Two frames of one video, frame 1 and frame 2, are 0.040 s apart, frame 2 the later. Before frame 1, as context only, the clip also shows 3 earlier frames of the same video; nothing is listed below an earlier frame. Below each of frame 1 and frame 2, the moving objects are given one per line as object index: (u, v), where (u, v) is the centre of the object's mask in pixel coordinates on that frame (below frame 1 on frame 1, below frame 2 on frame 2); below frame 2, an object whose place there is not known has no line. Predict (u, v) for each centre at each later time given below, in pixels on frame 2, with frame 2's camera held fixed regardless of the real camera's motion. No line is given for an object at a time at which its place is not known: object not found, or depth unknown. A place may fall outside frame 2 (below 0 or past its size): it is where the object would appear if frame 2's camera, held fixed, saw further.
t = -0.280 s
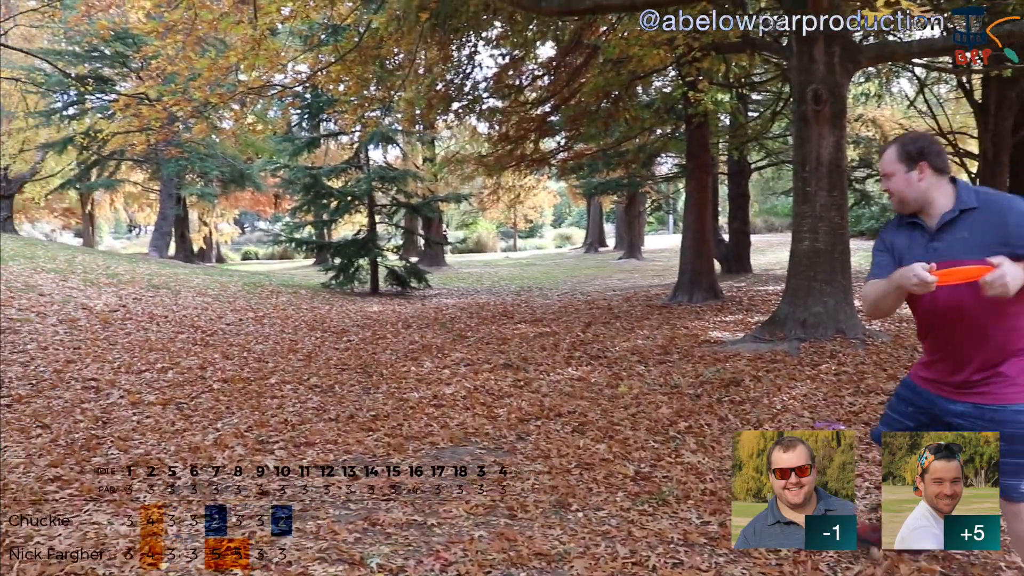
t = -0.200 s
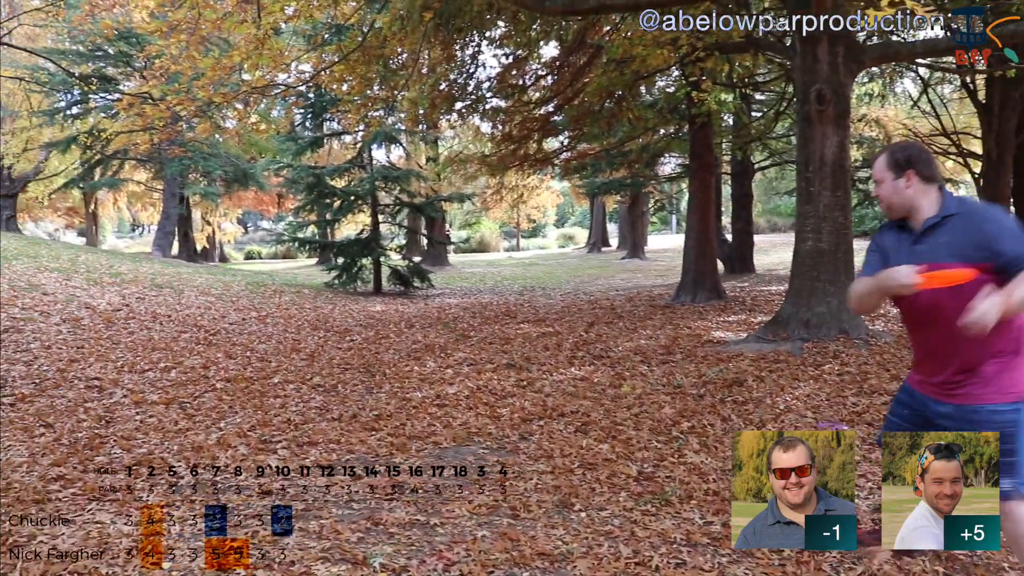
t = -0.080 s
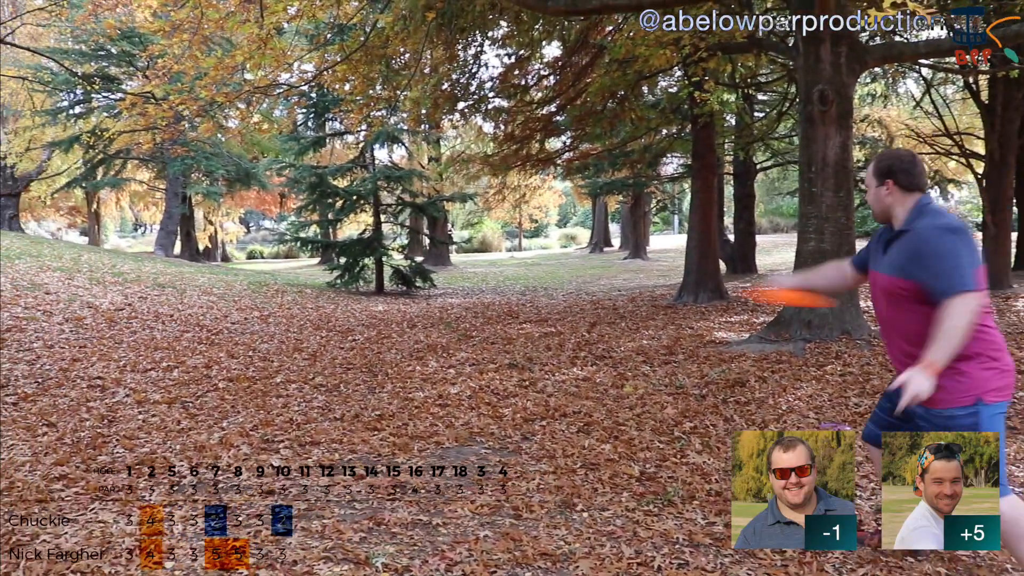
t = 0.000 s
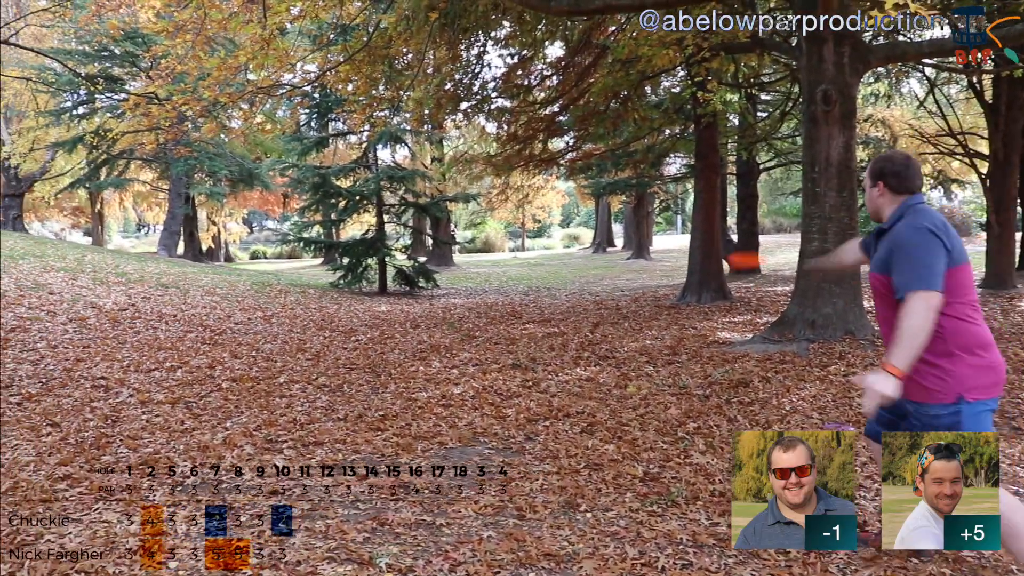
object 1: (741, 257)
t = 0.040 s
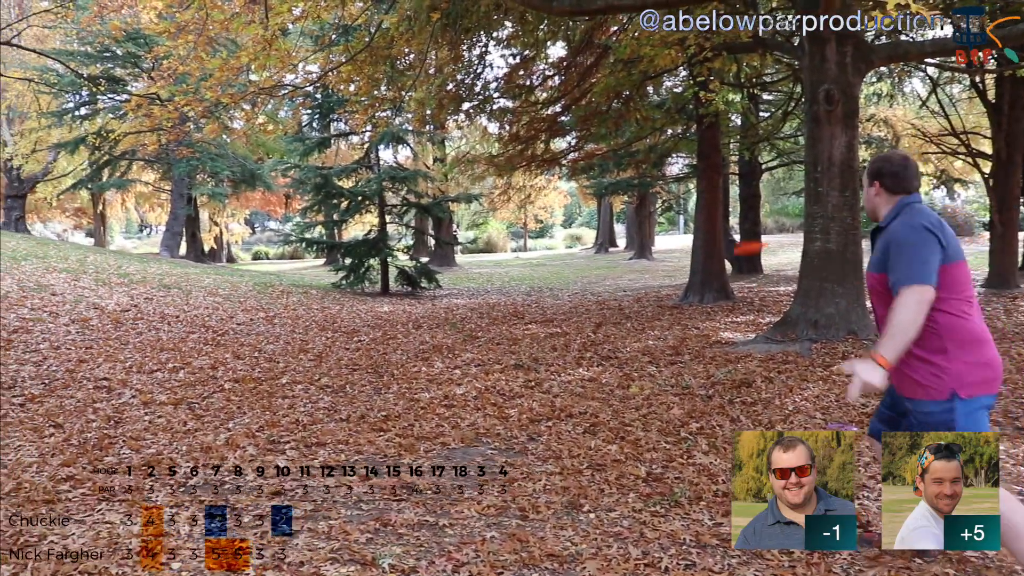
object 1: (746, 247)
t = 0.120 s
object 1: (754, 228)
